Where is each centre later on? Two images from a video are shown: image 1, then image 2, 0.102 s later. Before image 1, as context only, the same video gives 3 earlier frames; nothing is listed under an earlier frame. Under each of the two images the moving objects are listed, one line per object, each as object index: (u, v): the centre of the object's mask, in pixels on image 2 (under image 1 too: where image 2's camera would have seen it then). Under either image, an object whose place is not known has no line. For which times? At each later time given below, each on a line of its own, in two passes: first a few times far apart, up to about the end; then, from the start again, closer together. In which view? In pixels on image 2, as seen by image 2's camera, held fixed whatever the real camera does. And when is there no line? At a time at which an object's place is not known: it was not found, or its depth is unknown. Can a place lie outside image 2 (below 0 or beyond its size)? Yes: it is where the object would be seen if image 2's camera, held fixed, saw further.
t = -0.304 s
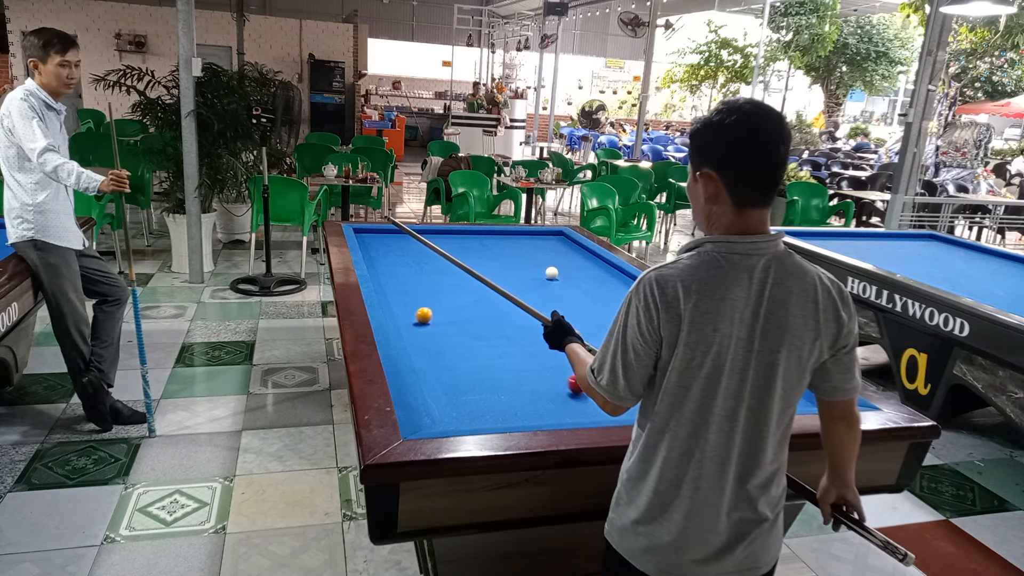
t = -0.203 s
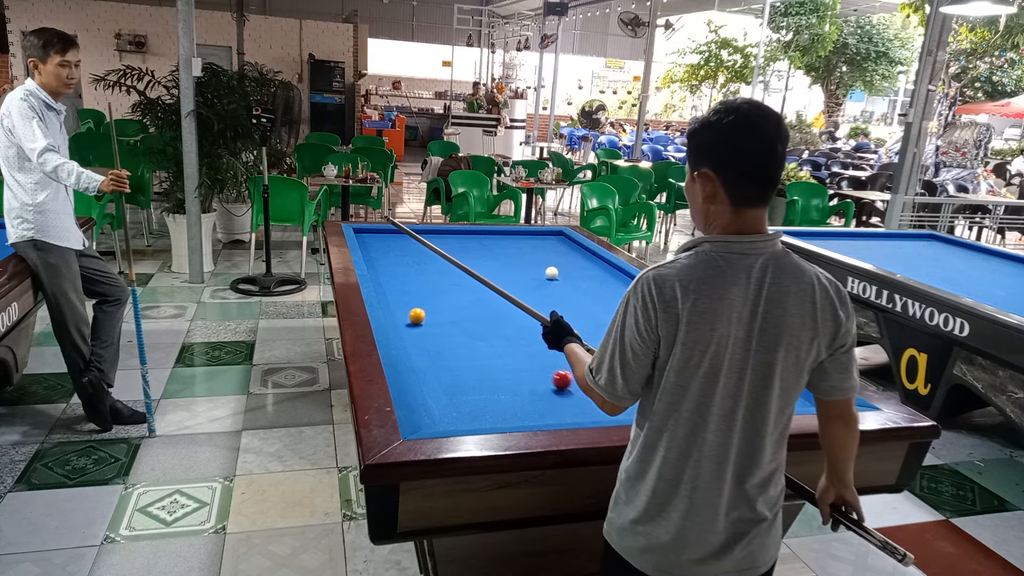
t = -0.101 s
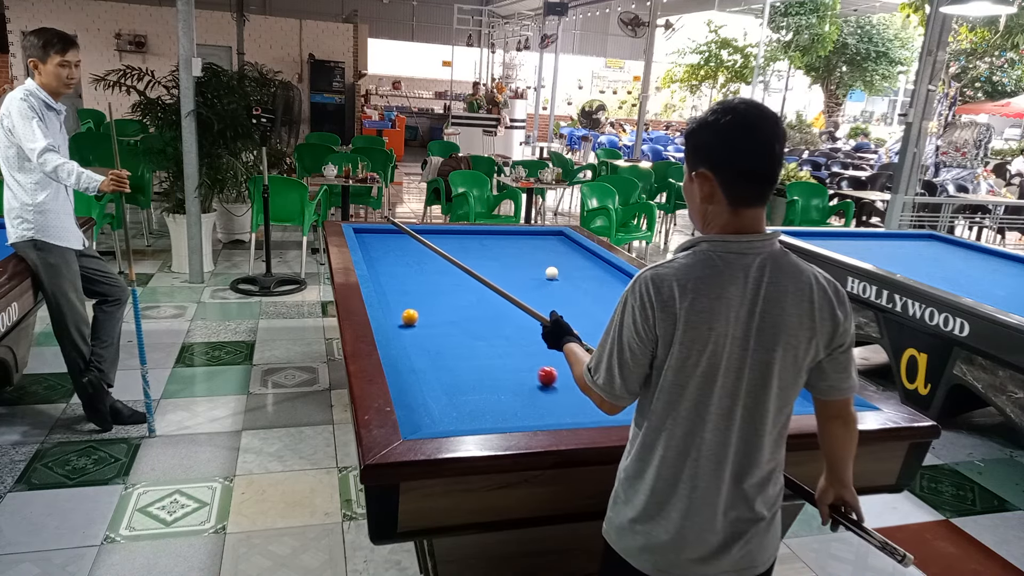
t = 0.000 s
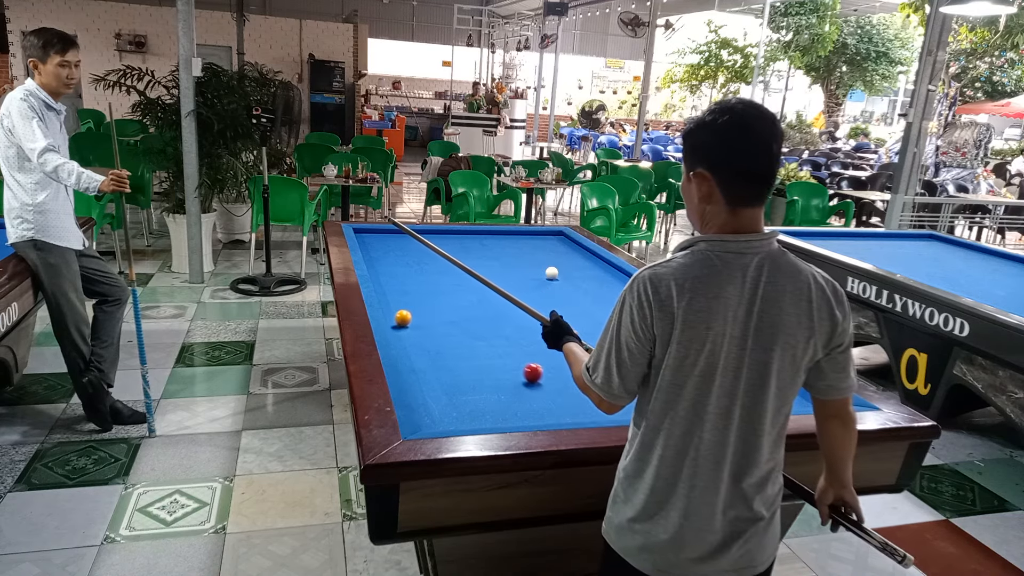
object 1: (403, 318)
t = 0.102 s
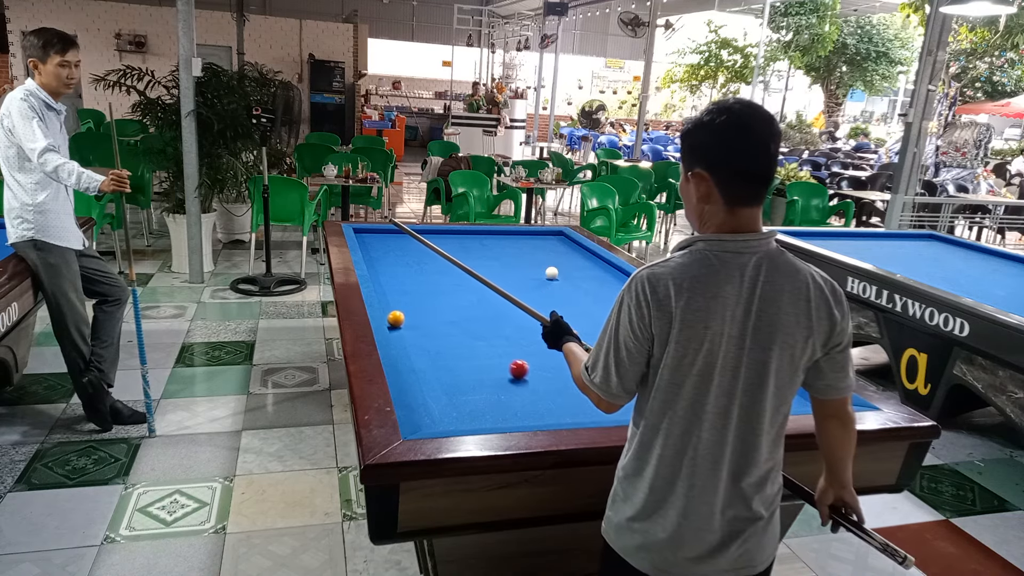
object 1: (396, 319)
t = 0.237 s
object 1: (395, 319)
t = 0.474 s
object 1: (401, 319)
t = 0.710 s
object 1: (408, 319)
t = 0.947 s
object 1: (414, 319)
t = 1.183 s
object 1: (419, 319)
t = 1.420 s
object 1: (424, 319)
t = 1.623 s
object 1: (428, 317)
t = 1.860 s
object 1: (431, 314)
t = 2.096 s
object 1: (433, 312)
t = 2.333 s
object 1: (436, 310)
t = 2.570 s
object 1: (440, 308)
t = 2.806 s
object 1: (443, 306)
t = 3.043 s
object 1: (447, 303)
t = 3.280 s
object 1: (449, 301)
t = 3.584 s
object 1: (455, 295)
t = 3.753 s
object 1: (455, 298)
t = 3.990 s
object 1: (457, 296)
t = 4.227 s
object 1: (459, 295)
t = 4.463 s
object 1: (461, 293)
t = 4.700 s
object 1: (463, 292)
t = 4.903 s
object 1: (464, 291)
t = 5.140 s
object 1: (465, 290)
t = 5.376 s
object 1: (466, 289)
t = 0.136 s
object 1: (394, 319)
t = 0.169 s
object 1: (393, 319)
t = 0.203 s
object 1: (394, 319)
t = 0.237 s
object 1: (395, 319)
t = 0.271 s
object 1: (396, 319)
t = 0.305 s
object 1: (397, 319)
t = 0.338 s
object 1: (398, 319)
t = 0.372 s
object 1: (399, 319)
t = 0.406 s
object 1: (400, 319)
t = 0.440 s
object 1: (401, 319)
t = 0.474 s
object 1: (401, 319)
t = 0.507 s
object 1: (403, 319)
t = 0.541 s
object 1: (404, 319)
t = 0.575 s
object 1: (404, 319)
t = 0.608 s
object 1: (405, 319)
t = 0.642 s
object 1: (406, 319)
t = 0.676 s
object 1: (407, 319)
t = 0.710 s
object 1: (408, 319)
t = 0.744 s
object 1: (409, 319)
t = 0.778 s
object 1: (410, 319)
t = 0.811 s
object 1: (410, 319)
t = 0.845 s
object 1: (411, 319)
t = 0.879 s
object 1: (412, 319)
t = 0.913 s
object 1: (413, 319)
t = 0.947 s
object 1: (414, 319)
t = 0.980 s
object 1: (415, 319)
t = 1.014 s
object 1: (415, 319)
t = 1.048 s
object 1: (416, 319)
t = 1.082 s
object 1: (417, 319)
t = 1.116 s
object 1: (418, 319)
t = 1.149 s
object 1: (418, 319)
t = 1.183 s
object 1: (419, 319)
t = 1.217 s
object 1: (420, 319)
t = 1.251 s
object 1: (420, 319)
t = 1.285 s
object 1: (421, 319)
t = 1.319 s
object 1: (422, 319)
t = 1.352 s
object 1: (422, 319)
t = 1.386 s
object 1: (423, 319)
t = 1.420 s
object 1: (424, 319)
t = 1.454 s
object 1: (424, 318)
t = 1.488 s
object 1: (425, 318)
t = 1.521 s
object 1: (426, 318)
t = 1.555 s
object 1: (427, 317)
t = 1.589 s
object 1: (427, 317)
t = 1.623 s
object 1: (428, 317)
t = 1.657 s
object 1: (429, 316)
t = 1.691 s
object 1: (429, 316)
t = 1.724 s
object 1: (430, 316)
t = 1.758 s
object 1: (430, 315)
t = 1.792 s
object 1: (431, 314)
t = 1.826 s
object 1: (431, 314)
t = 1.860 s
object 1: (431, 314)
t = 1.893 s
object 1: (431, 313)
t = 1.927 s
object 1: (431, 313)
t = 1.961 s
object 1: (432, 312)
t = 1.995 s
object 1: (432, 312)
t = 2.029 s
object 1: (432, 312)
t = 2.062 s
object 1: (433, 312)
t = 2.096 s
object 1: (433, 312)
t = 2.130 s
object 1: (433, 311)
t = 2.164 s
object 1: (434, 311)
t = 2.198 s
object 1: (434, 311)
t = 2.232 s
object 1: (435, 310)
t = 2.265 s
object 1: (435, 310)
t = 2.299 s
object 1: (436, 310)
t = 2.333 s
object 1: (436, 310)
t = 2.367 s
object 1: (437, 310)
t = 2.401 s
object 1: (437, 309)
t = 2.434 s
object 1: (438, 309)
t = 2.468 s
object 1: (439, 309)
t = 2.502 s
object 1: (439, 308)
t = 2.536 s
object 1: (440, 308)
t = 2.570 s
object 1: (440, 308)
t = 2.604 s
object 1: (441, 308)
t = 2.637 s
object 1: (441, 307)
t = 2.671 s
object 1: (441, 307)
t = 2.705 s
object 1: (442, 307)
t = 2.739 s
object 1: (442, 306)
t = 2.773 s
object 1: (443, 306)
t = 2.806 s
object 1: (443, 306)
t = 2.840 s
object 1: (444, 305)
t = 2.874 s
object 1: (444, 305)
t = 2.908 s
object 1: (445, 305)
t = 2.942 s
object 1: (445, 304)
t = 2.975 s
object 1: (446, 304)
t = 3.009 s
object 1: (446, 304)
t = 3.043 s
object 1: (447, 303)
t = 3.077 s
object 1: (447, 303)
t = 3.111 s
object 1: (448, 303)
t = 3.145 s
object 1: (448, 303)
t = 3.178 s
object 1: (448, 302)
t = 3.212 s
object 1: (449, 302)
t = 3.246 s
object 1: (449, 302)
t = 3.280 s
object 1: (449, 301)
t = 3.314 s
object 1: (449, 300)
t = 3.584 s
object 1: (455, 295)
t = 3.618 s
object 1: (454, 298)
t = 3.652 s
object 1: (454, 298)
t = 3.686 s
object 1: (454, 298)
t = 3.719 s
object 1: (454, 298)
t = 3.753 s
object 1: (455, 298)
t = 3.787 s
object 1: (455, 298)
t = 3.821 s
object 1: (459, 298)
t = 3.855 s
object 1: (454, 295)
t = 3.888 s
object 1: (456, 297)
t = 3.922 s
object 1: (456, 296)
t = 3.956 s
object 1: (456, 296)
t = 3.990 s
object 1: (457, 296)
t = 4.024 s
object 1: (457, 296)
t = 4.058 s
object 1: (457, 296)
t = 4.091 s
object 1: (458, 295)
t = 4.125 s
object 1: (458, 295)
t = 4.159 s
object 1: (458, 295)
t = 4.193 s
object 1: (459, 295)
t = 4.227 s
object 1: (459, 295)
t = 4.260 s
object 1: (459, 294)
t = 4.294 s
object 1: (459, 294)
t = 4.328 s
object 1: (459, 294)
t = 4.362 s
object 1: (460, 294)
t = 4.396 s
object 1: (460, 294)
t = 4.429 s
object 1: (461, 293)
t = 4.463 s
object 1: (461, 293)
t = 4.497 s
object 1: (461, 293)
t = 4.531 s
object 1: (462, 293)
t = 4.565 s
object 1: (462, 292)
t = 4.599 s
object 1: (462, 292)
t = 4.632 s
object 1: (463, 292)
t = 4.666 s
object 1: (463, 292)
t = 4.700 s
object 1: (463, 292)
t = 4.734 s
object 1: (463, 291)
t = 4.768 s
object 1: (463, 291)
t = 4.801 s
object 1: (463, 291)
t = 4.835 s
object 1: (464, 292)
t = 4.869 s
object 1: (464, 291)
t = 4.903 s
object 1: (464, 291)
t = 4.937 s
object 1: (464, 291)
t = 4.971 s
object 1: (464, 291)
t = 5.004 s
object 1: (465, 291)
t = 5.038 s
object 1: (465, 290)
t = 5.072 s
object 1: (465, 290)
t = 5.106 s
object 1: (465, 290)
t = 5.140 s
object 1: (465, 290)
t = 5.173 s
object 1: (465, 290)
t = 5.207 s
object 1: (466, 290)
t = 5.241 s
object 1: (466, 290)
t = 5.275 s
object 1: (466, 290)
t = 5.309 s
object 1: (466, 290)
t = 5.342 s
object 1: (466, 290)
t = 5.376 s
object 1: (466, 289)
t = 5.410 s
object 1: (466, 289)
